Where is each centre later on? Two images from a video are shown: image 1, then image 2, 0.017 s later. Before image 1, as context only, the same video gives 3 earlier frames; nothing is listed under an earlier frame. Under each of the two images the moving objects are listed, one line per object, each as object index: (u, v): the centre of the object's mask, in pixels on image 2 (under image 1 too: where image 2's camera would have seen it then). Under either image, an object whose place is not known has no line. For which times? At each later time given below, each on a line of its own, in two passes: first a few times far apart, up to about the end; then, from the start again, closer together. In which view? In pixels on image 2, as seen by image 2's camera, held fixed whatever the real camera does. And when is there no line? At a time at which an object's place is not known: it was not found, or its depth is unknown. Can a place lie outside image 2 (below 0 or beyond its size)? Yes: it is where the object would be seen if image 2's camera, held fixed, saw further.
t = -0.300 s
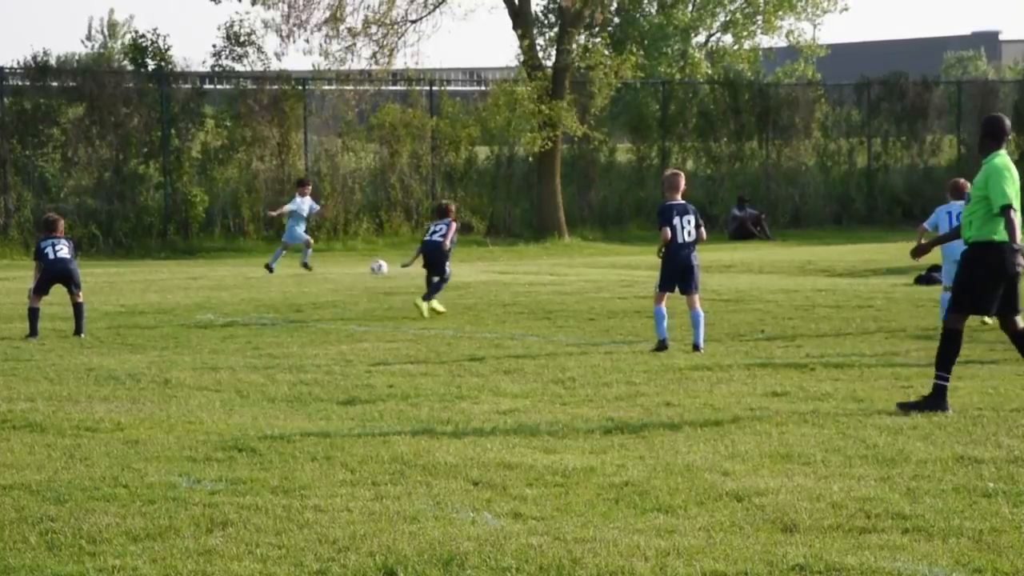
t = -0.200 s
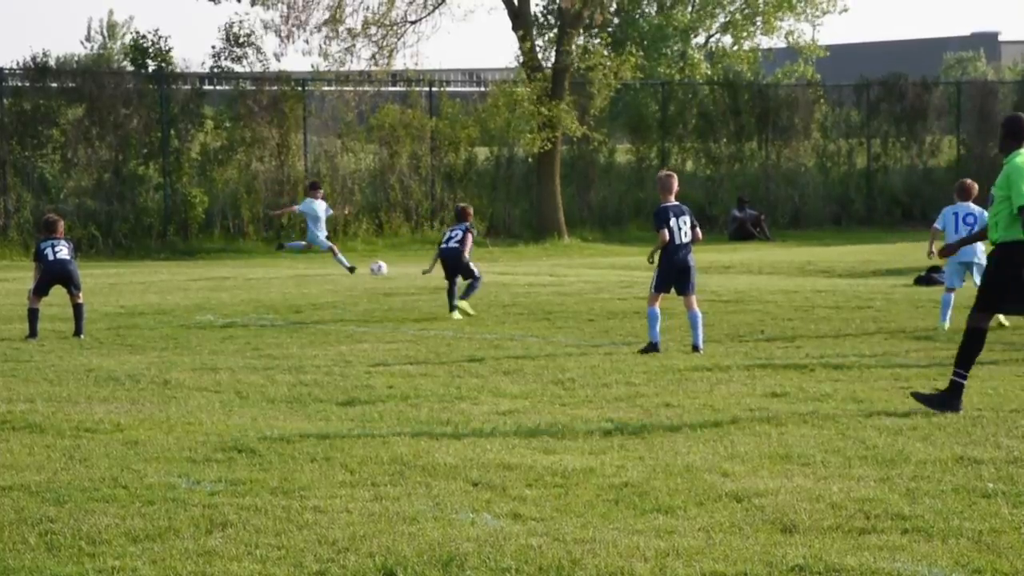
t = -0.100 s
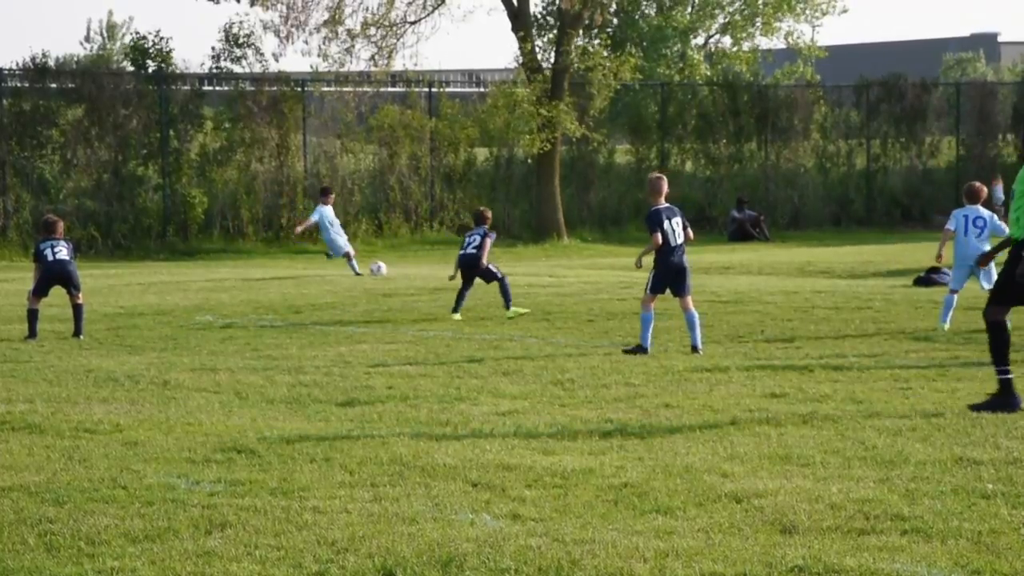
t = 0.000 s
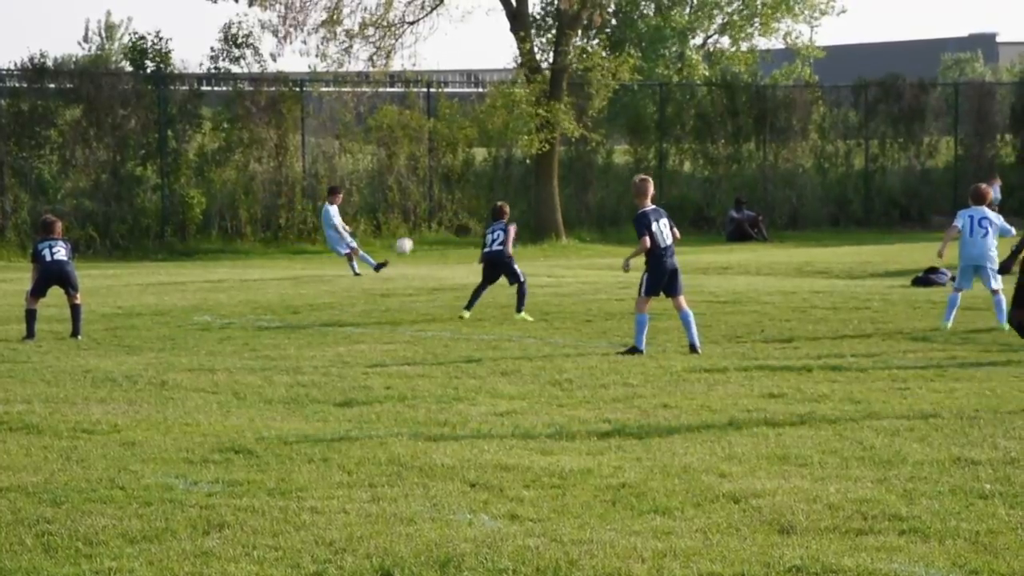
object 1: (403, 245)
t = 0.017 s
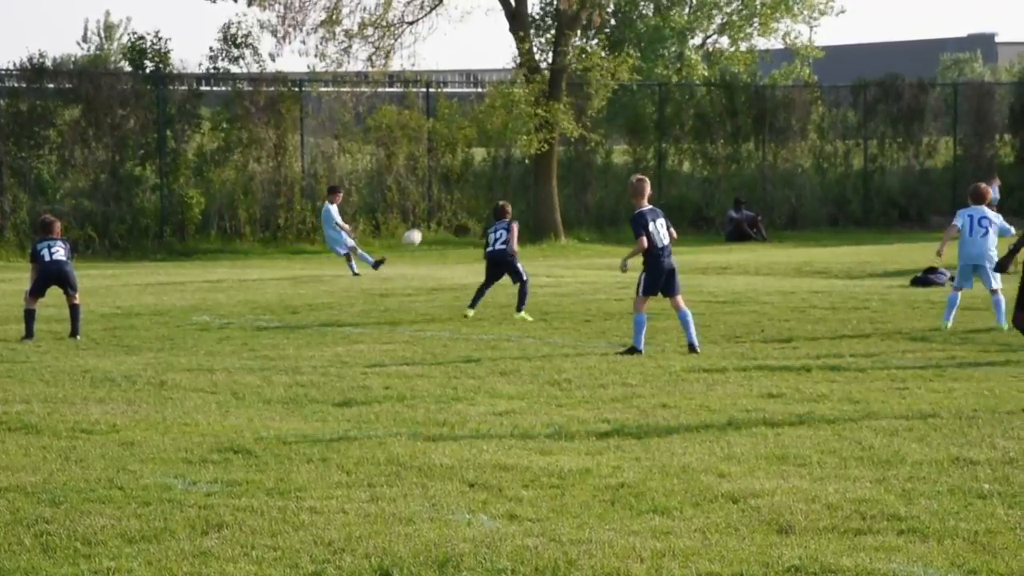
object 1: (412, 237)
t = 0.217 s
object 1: (534, 147)
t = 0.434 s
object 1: (679, 72)
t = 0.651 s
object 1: (836, 29)
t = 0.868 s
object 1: (1023, 23)
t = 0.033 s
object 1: (422, 229)
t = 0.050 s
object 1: (431, 222)
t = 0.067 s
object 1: (441, 214)
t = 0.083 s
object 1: (452, 205)
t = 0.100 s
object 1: (462, 198)
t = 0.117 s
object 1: (472, 190)
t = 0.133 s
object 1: (482, 183)
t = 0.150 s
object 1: (492, 176)
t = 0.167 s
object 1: (502, 169)
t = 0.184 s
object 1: (513, 162)
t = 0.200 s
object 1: (522, 155)
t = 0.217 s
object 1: (534, 147)
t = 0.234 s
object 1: (545, 141)
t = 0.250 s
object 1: (555, 134)
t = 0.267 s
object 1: (566, 128)
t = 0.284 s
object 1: (576, 121)
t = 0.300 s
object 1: (586, 116)
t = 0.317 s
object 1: (598, 110)
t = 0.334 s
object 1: (609, 104)
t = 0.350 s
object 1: (620, 99)
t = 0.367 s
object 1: (631, 93)
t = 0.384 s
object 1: (642, 88)
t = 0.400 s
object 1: (654, 83)
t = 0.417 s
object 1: (665, 78)
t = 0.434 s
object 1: (679, 72)
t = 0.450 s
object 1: (689, 68)
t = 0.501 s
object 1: (726, 55)
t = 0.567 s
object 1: (774, 41)
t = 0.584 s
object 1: (785, 39)
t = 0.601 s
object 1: (793, 36)
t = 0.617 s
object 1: (810, 34)
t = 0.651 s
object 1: (836, 29)
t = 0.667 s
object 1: (849, 27)
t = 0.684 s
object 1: (863, 25)
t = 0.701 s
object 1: (877, 24)
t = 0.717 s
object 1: (891, 23)
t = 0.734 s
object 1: (906, 21)
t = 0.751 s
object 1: (920, 21)
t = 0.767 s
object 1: (934, 21)
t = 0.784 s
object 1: (949, 21)
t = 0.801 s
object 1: (963, 21)
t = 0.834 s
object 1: (993, 22)
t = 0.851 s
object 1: (1008, 22)
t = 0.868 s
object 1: (1023, 23)
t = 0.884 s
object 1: (1039, 25)
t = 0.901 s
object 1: (1055, 26)
